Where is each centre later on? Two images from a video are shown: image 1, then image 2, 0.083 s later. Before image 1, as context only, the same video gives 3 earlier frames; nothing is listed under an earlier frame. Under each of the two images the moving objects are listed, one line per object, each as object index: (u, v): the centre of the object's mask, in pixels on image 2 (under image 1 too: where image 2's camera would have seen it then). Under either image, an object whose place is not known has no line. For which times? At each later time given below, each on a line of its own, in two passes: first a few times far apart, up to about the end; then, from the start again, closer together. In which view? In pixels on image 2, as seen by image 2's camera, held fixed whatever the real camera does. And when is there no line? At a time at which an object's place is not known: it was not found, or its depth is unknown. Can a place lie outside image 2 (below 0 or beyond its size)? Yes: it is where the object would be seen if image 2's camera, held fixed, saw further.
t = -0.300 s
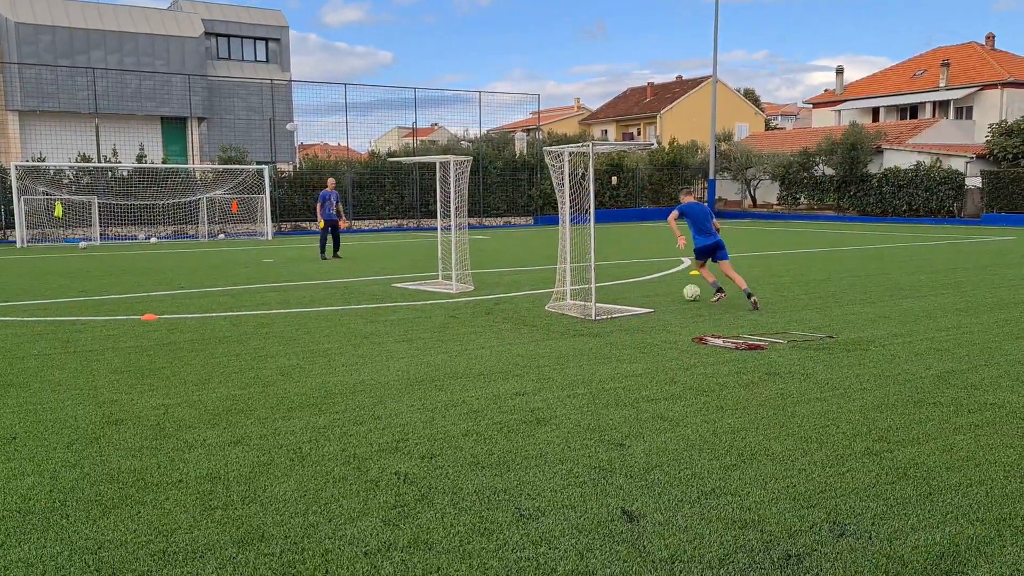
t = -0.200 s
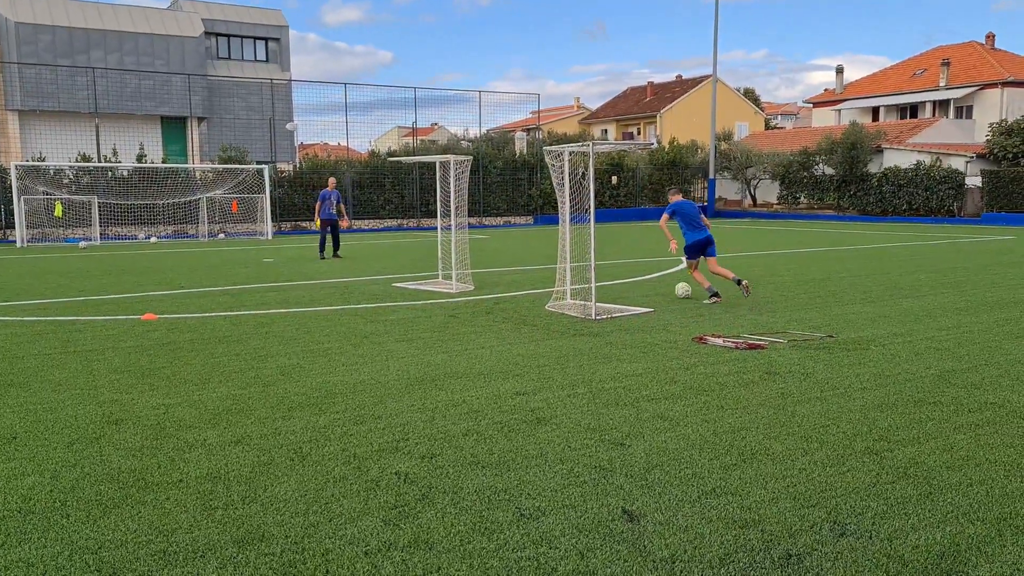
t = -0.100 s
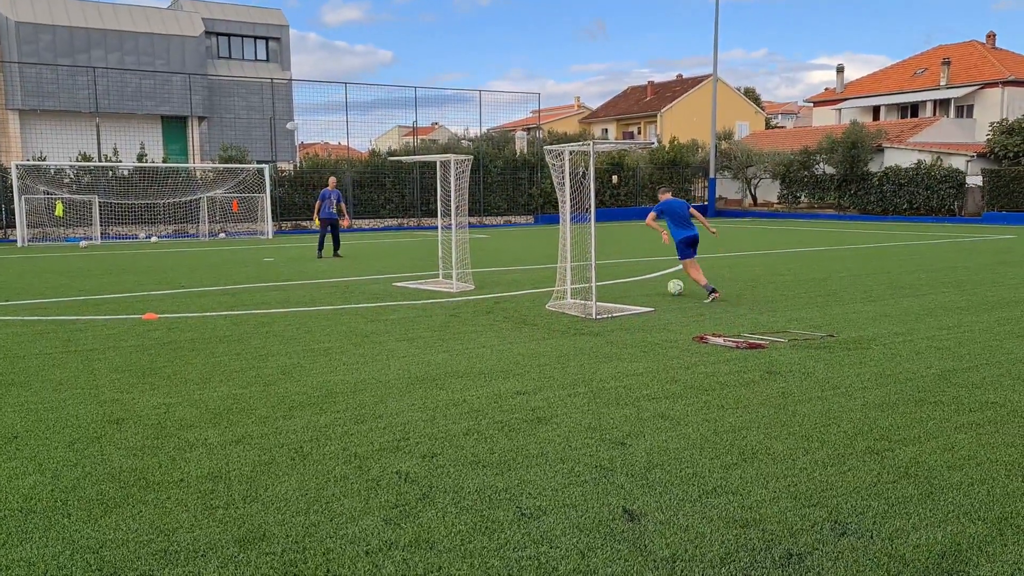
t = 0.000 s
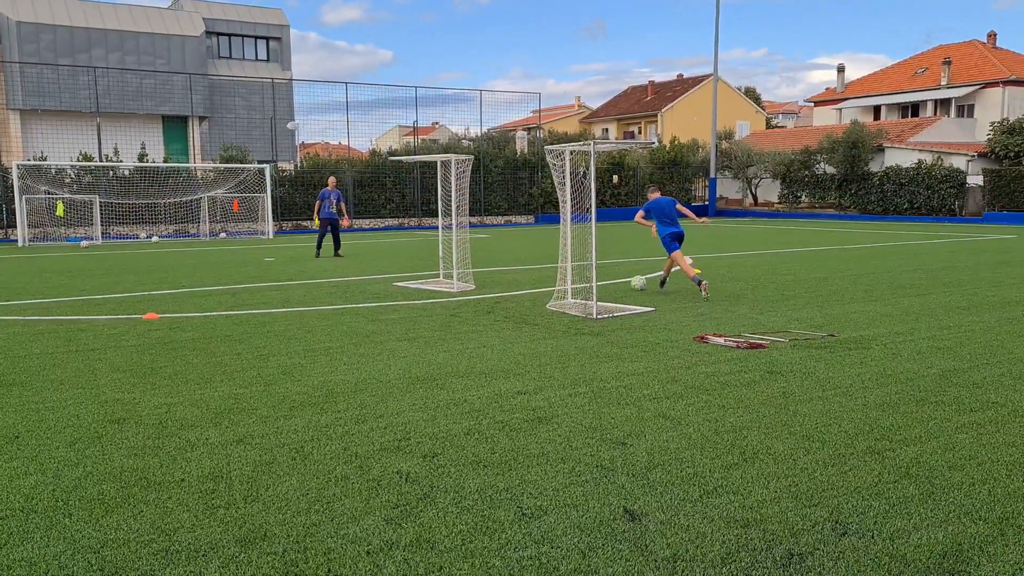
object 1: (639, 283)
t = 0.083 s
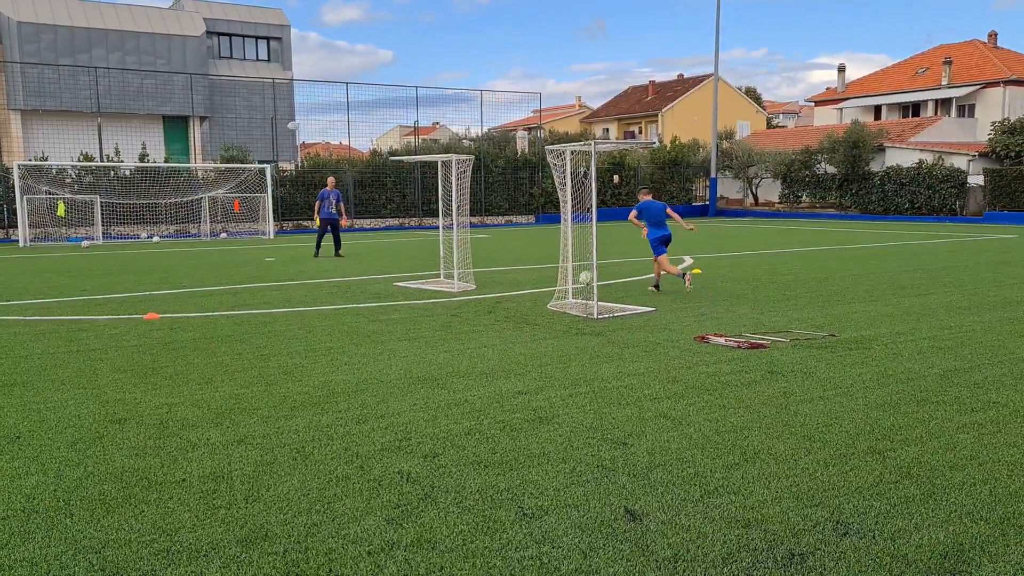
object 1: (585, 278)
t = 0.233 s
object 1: (509, 271)
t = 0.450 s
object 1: (425, 264)
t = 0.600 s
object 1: (380, 261)
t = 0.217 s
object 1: (517, 272)
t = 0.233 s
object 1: (509, 271)
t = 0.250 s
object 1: (501, 270)
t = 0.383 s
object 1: (448, 266)
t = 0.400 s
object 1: (442, 265)
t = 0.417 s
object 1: (436, 264)
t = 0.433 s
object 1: (431, 264)
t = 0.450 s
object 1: (425, 264)
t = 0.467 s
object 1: (420, 263)
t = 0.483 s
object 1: (414, 263)
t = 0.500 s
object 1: (409, 263)
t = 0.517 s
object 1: (403, 263)
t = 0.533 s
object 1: (399, 262)
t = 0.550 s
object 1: (394, 262)
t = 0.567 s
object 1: (390, 262)
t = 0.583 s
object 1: (384, 261)
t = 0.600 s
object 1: (380, 261)
